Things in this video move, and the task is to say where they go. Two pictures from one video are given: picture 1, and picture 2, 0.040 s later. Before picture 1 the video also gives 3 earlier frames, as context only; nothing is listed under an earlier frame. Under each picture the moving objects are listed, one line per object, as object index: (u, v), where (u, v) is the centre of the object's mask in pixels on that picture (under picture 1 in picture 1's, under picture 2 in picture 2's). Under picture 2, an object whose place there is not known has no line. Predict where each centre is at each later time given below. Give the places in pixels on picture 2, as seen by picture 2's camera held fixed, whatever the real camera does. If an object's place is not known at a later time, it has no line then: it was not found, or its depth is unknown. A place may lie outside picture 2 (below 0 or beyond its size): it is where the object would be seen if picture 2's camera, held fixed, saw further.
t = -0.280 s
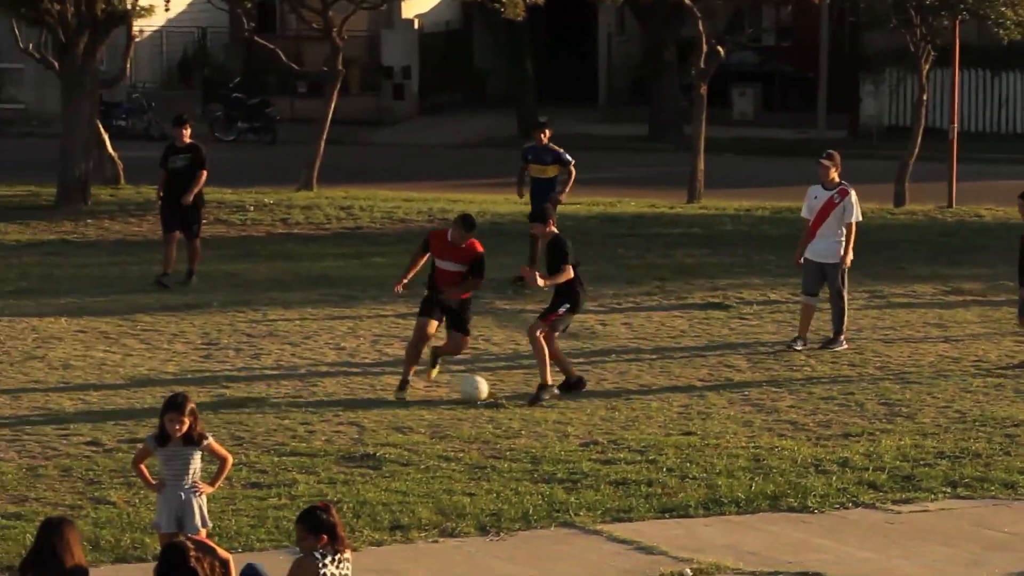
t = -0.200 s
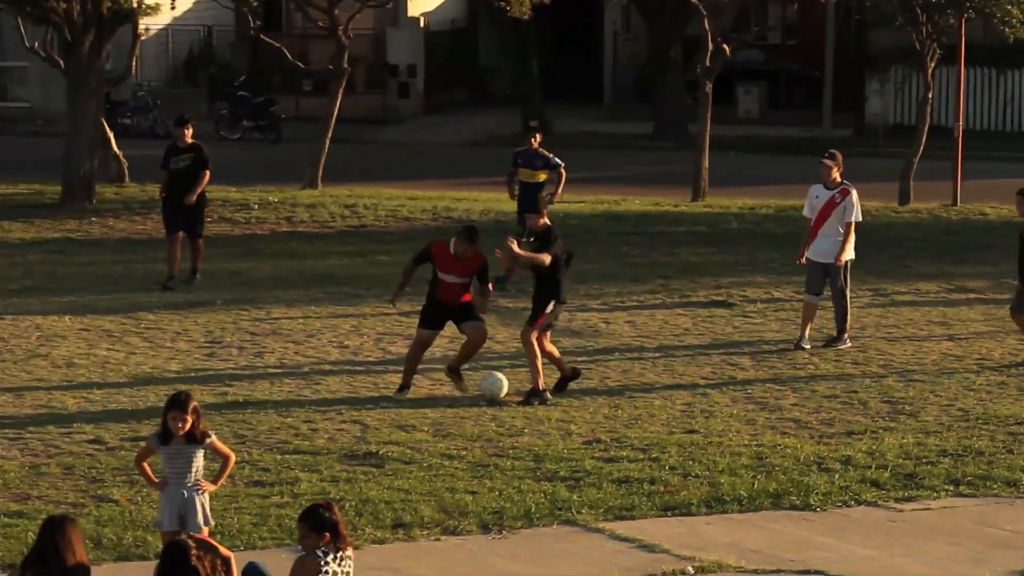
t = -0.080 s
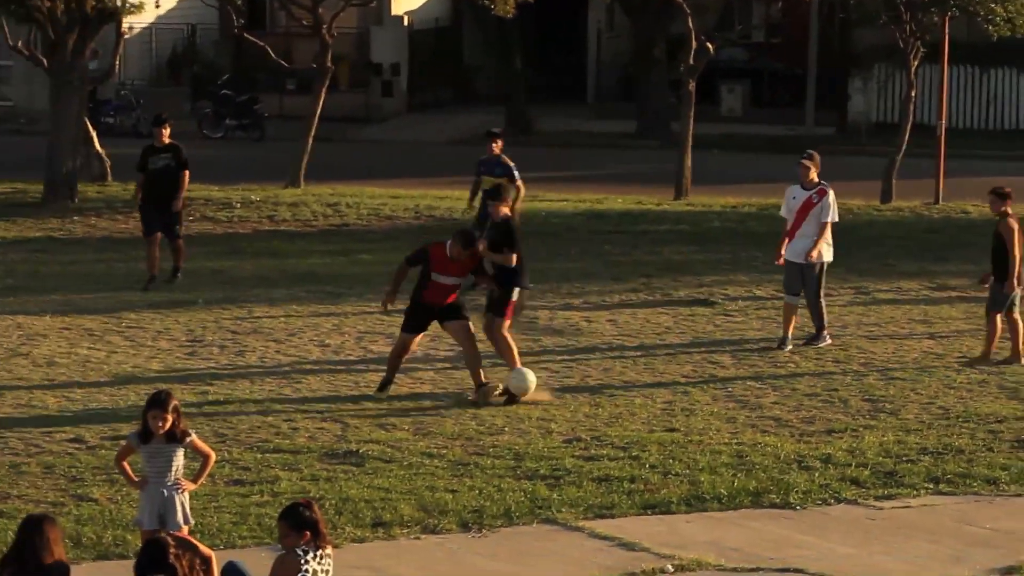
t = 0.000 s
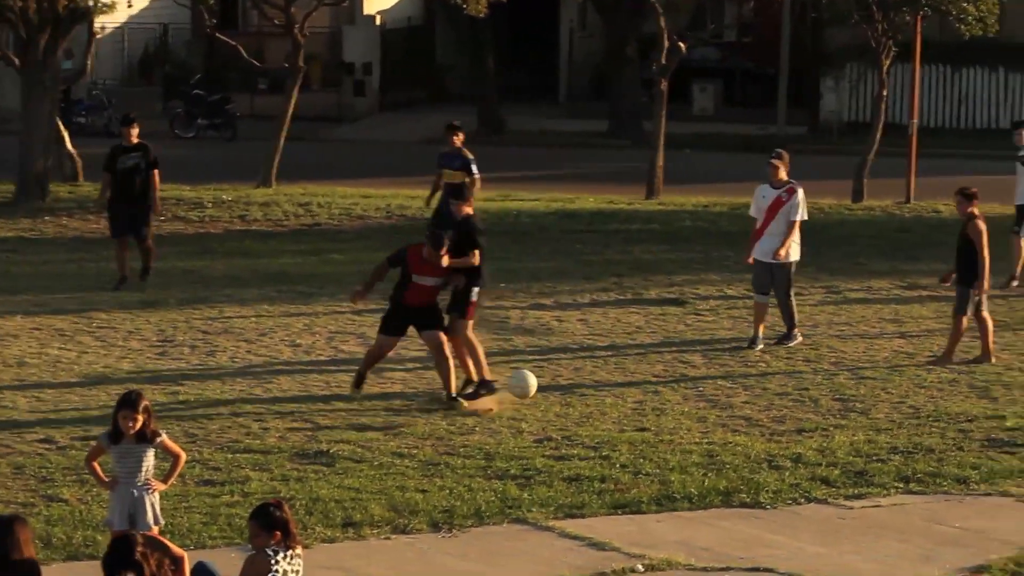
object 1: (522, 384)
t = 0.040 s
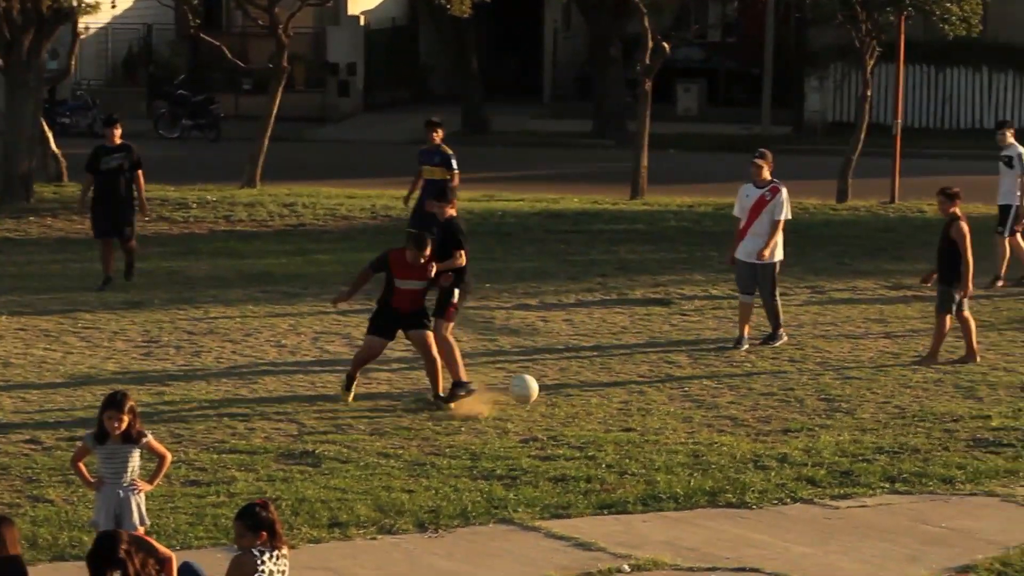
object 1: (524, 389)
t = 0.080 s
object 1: (539, 396)
